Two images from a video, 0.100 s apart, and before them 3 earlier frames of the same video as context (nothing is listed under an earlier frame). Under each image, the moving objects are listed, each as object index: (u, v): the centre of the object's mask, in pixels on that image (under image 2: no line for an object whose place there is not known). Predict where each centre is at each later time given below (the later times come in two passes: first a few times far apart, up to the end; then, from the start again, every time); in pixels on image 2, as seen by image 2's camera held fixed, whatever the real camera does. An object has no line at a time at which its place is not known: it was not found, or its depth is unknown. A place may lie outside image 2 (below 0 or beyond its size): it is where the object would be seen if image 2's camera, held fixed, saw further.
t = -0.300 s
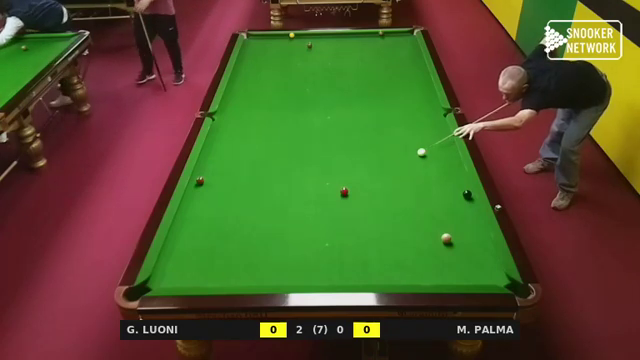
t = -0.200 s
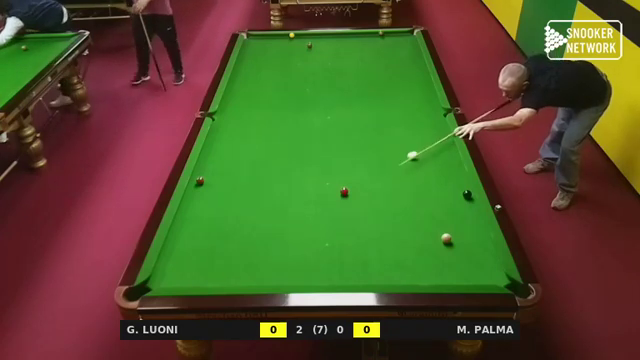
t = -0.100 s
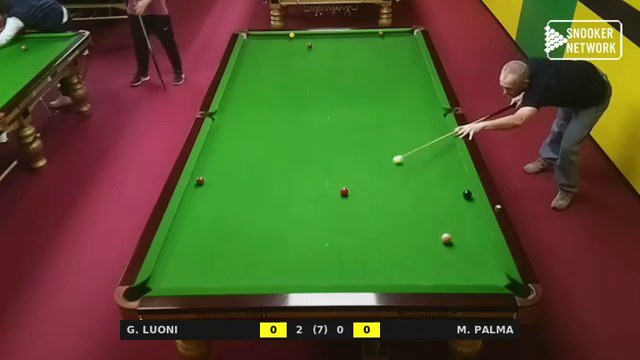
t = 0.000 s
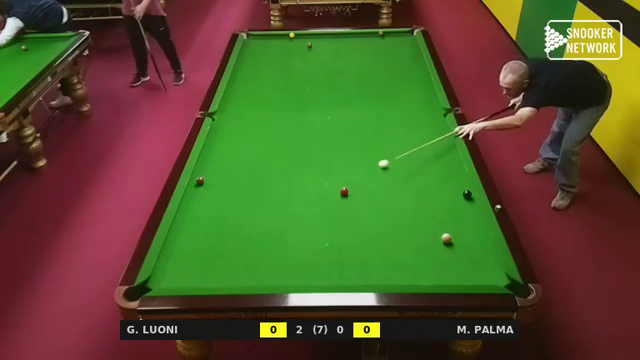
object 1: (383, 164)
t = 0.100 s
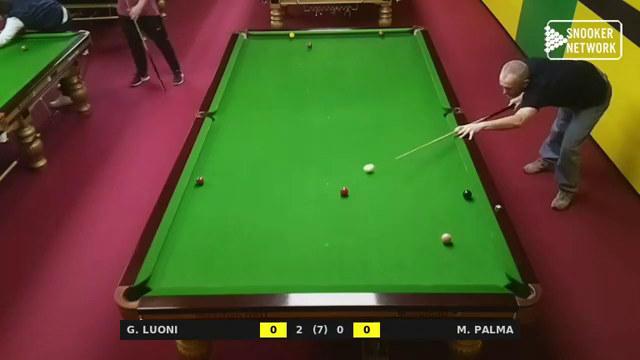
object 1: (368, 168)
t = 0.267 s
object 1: (344, 175)
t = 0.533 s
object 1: (303, 187)
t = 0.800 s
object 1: (261, 199)
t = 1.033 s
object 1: (222, 211)
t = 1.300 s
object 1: (177, 224)
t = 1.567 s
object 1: (201, 232)
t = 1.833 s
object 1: (227, 240)
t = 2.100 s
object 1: (253, 248)
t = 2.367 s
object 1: (278, 256)
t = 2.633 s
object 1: (303, 264)
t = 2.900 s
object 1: (327, 271)
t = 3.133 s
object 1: (348, 277)
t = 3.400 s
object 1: (369, 278)
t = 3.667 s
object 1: (386, 275)
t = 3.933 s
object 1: (401, 271)
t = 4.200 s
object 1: (415, 268)
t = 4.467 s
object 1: (427, 265)
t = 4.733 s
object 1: (438, 263)
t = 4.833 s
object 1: (441, 262)
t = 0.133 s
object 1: (364, 169)
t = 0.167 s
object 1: (359, 171)
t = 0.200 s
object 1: (354, 172)
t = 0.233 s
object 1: (349, 174)
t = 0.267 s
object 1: (344, 175)
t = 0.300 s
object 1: (338, 177)
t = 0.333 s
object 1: (334, 178)
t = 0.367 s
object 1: (328, 180)
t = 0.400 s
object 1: (323, 181)
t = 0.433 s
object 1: (318, 183)
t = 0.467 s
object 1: (313, 184)
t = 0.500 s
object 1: (308, 186)
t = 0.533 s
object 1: (303, 187)
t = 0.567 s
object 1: (298, 189)
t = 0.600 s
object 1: (293, 190)
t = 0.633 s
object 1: (287, 192)
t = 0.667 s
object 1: (282, 193)
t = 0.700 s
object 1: (277, 195)
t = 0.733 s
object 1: (271, 197)
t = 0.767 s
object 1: (266, 198)
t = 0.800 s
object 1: (261, 199)
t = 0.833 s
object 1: (256, 201)
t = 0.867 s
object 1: (250, 203)
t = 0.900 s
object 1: (244, 204)
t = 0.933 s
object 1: (239, 206)
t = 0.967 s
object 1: (233, 208)
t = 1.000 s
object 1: (228, 209)
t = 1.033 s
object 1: (222, 211)
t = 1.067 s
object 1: (217, 212)
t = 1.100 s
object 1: (211, 214)
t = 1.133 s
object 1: (206, 216)
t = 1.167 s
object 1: (200, 217)
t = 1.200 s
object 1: (194, 219)
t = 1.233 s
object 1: (189, 221)
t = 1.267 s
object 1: (183, 222)
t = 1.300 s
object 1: (177, 224)
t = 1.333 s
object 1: (178, 225)
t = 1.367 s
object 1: (182, 226)
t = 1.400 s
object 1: (185, 227)
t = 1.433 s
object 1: (189, 228)
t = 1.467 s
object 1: (192, 229)
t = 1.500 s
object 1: (195, 230)
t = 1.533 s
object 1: (198, 231)
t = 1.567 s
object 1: (201, 232)
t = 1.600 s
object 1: (205, 233)
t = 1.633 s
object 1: (208, 234)
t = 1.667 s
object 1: (211, 235)
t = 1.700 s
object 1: (214, 236)
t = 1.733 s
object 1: (217, 237)
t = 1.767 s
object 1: (220, 238)
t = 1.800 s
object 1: (224, 239)
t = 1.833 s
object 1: (227, 240)
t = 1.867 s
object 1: (230, 241)
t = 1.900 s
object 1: (233, 242)
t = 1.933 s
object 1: (237, 243)
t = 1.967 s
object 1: (240, 244)
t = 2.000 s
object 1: (243, 245)
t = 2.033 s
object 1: (246, 246)
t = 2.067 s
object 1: (249, 247)
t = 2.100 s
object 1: (253, 248)
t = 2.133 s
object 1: (256, 249)
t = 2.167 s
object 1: (259, 250)
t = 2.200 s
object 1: (262, 251)
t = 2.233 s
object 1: (265, 252)
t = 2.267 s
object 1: (269, 253)
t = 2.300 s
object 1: (271, 254)
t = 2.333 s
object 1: (275, 255)
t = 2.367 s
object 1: (278, 256)
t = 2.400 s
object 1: (281, 257)
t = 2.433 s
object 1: (284, 258)
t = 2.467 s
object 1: (287, 259)
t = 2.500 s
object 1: (290, 260)
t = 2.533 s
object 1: (293, 261)
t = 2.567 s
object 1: (297, 262)
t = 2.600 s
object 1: (300, 263)
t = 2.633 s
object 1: (303, 264)
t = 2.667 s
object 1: (306, 265)
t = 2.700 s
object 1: (309, 266)
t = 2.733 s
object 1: (312, 267)
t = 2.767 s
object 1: (315, 268)
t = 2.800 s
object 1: (318, 269)
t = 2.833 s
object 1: (321, 270)
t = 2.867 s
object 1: (325, 271)
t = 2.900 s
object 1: (327, 271)
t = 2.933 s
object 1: (331, 273)
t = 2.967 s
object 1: (333, 273)
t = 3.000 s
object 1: (336, 274)
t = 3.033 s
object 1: (340, 276)
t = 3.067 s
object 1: (342, 276)
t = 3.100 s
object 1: (346, 277)
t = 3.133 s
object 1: (348, 277)
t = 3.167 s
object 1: (352, 278)
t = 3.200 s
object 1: (354, 278)
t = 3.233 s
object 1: (357, 279)
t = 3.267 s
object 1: (360, 280)
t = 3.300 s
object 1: (362, 279)
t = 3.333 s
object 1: (365, 278)
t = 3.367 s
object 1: (367, 278)
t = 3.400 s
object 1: (369, 278)
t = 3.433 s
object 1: (371, 278)
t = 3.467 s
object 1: (373, 277)
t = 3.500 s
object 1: (376, 277)
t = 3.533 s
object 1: (378, 277)
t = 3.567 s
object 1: (380, 276)
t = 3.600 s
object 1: (382, 276)
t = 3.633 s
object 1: (384, 276)
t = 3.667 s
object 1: (386, 275)
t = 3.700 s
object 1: (388, 275)
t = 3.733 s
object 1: (390, 274)
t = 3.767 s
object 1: (392, 274)
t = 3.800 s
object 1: (394, 273)
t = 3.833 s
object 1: (396, 273)
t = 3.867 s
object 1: (397, 272)
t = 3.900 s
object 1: (399, 272)
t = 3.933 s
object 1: (401, 271)
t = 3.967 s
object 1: (403, 271)
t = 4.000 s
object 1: (405, 270)
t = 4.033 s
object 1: (406, 270)
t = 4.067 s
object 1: (408, 269)
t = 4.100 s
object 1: (409, 269)
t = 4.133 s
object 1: (411, 269)
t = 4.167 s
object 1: (413, 268)
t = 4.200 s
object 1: (415, 268)
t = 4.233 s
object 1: (416, 267)
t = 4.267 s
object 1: (418, 267)
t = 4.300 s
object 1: (419, 267)
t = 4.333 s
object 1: (421, 266)
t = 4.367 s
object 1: (422, 266)
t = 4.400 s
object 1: (424, 265)
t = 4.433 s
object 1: (425, 265)
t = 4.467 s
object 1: (427, 265)
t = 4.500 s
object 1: (428, 265)
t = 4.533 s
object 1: (429, 264)
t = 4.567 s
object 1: (431, 264)
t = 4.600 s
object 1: (432, 264)
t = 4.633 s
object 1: (434, 263)
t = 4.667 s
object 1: (435, 263)
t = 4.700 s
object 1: (436, 263)
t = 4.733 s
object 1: (438, 263)
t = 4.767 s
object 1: (439, 262)
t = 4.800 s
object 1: (440, 262)
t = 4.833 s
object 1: (441, 262)
